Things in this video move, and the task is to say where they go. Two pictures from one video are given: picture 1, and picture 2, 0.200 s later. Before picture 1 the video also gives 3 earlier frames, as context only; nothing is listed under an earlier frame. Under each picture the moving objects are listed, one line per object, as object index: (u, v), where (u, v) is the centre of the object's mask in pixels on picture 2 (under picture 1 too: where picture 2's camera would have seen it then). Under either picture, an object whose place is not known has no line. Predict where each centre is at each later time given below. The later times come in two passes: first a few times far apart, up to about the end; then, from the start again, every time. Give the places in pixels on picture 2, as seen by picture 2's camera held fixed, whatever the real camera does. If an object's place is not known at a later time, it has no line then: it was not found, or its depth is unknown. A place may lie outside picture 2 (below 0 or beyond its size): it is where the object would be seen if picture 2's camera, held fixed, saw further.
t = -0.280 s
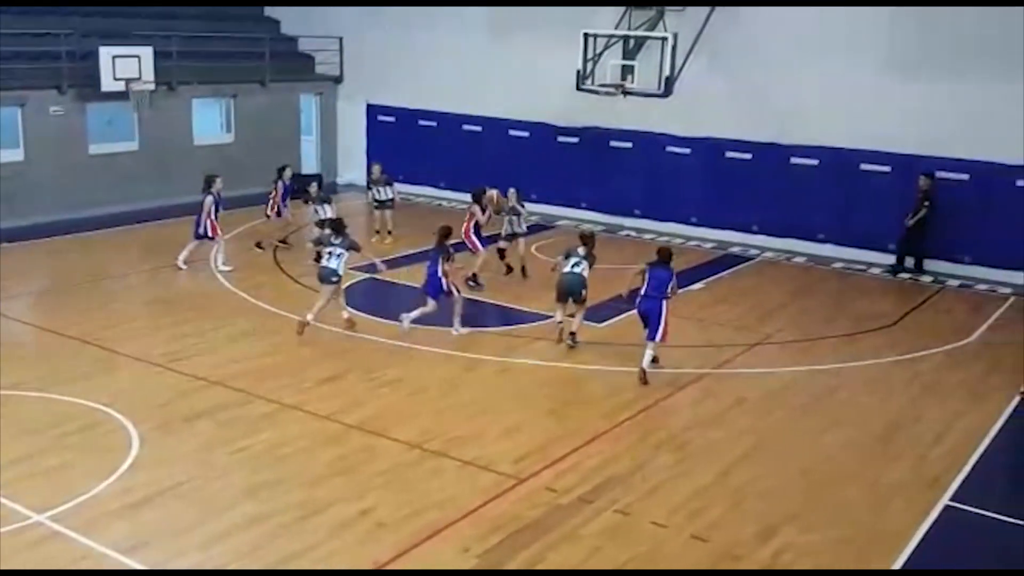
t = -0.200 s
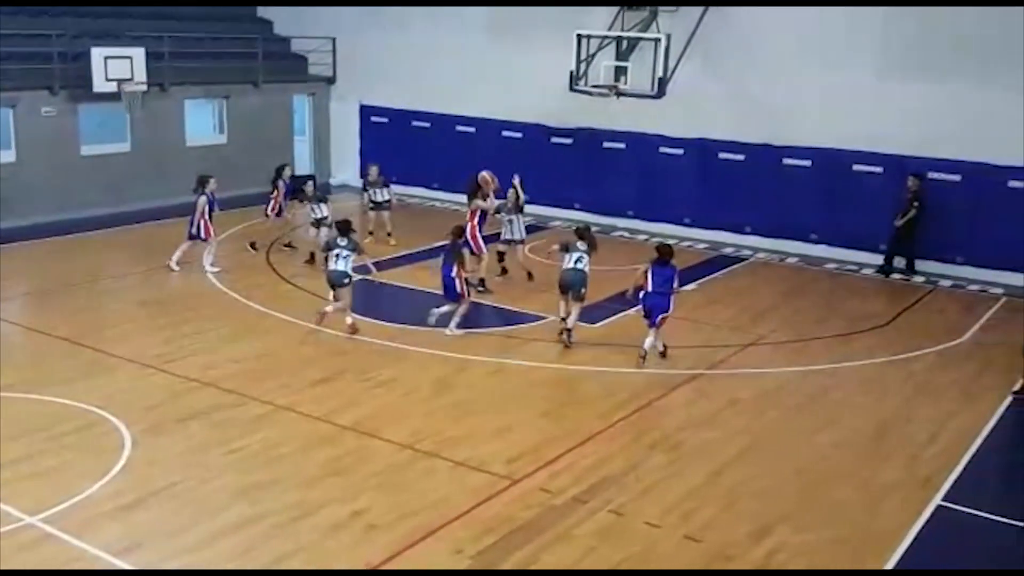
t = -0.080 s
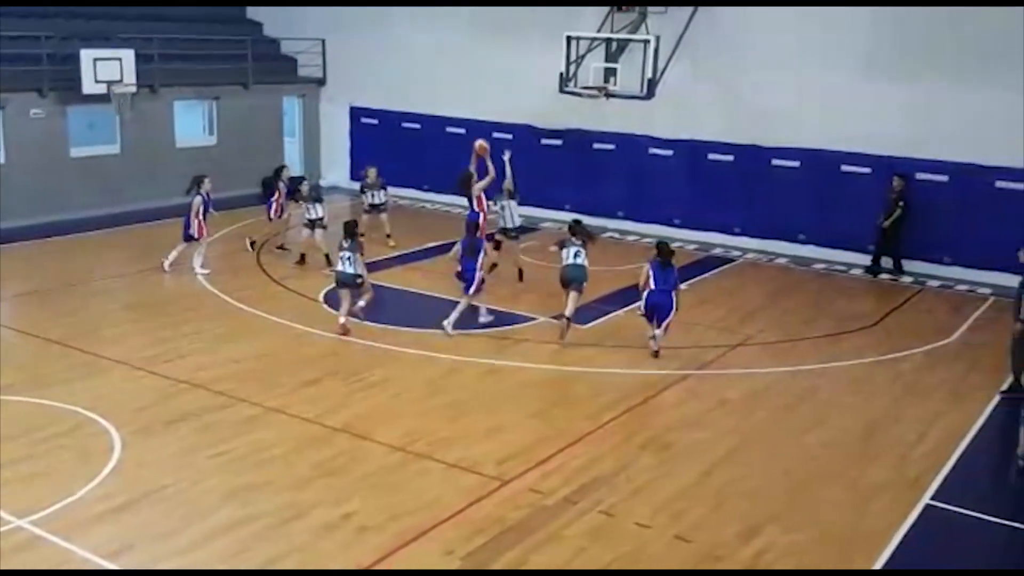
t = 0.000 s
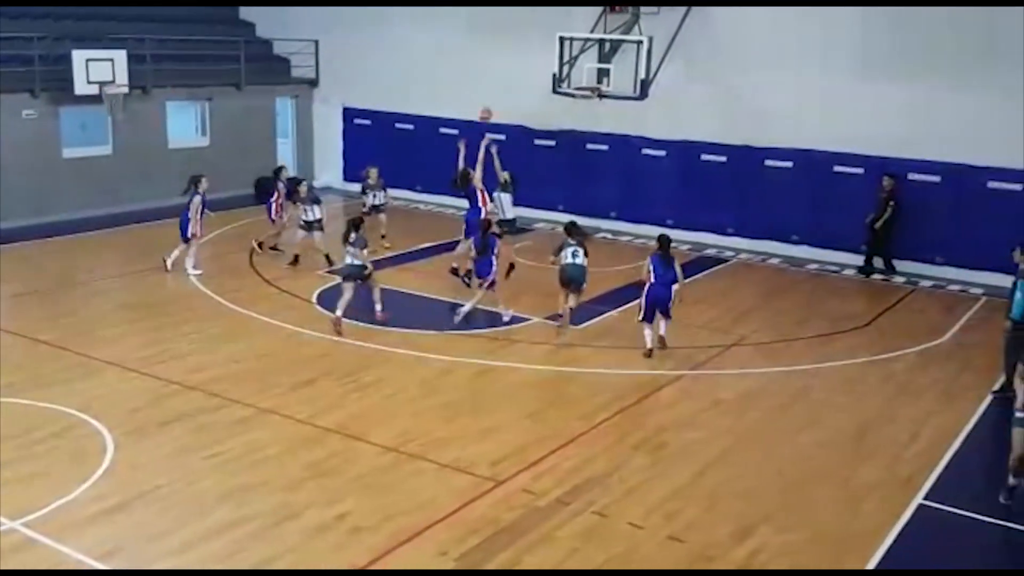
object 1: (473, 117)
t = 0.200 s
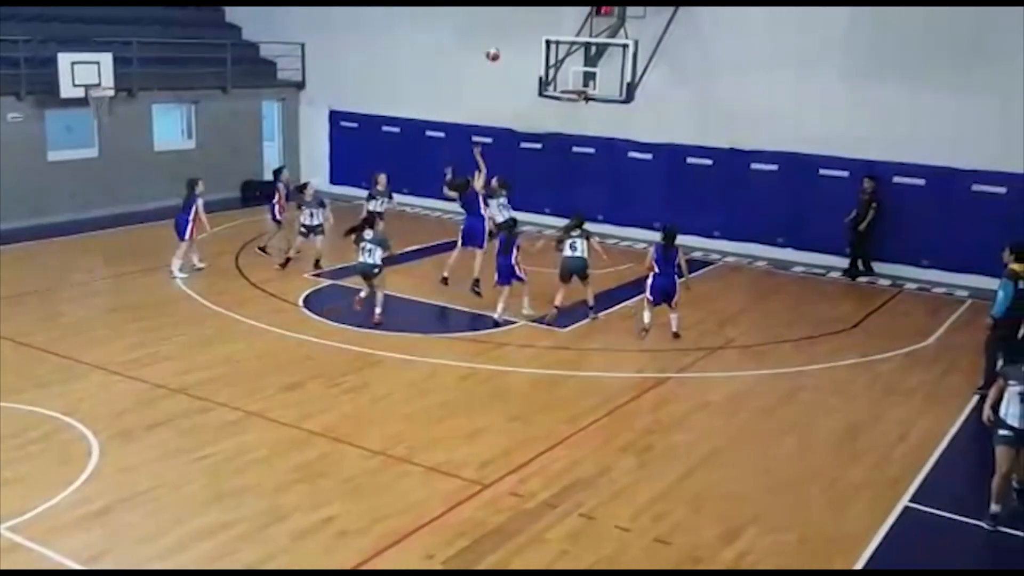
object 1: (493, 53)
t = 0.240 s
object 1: (498, 42)
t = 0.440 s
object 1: (516, 14)
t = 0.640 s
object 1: (533, 12)
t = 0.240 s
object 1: (498, 42)
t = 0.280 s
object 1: (501, 34)
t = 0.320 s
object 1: (504, 30)
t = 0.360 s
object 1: (509, 22)
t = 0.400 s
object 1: (510, 19)
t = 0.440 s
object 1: (516, 14)
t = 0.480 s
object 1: (520, 12)
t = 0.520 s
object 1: (523, 11)
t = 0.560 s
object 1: (528, 10)
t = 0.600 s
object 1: (530, 10)
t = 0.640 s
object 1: (533, 12)
